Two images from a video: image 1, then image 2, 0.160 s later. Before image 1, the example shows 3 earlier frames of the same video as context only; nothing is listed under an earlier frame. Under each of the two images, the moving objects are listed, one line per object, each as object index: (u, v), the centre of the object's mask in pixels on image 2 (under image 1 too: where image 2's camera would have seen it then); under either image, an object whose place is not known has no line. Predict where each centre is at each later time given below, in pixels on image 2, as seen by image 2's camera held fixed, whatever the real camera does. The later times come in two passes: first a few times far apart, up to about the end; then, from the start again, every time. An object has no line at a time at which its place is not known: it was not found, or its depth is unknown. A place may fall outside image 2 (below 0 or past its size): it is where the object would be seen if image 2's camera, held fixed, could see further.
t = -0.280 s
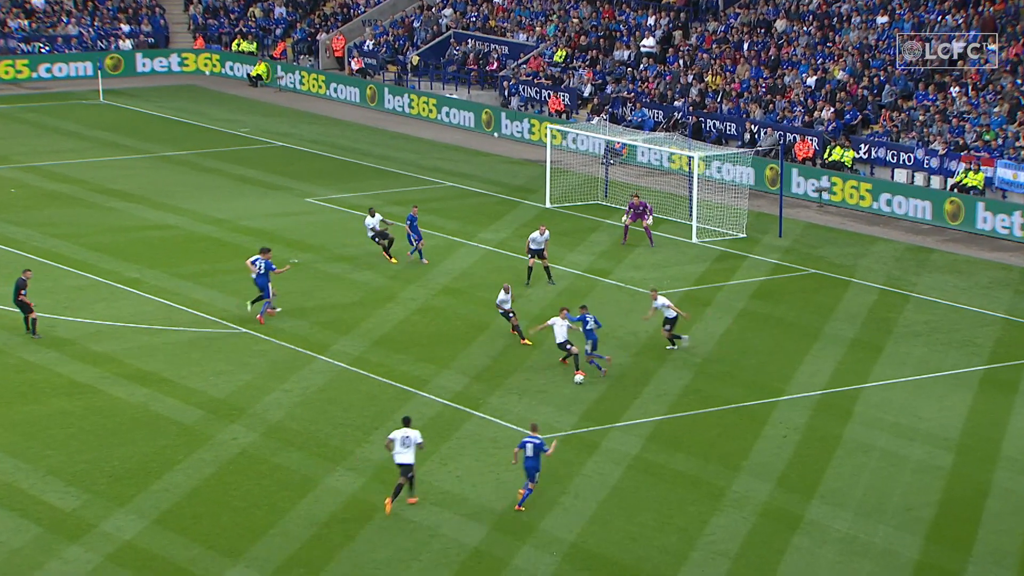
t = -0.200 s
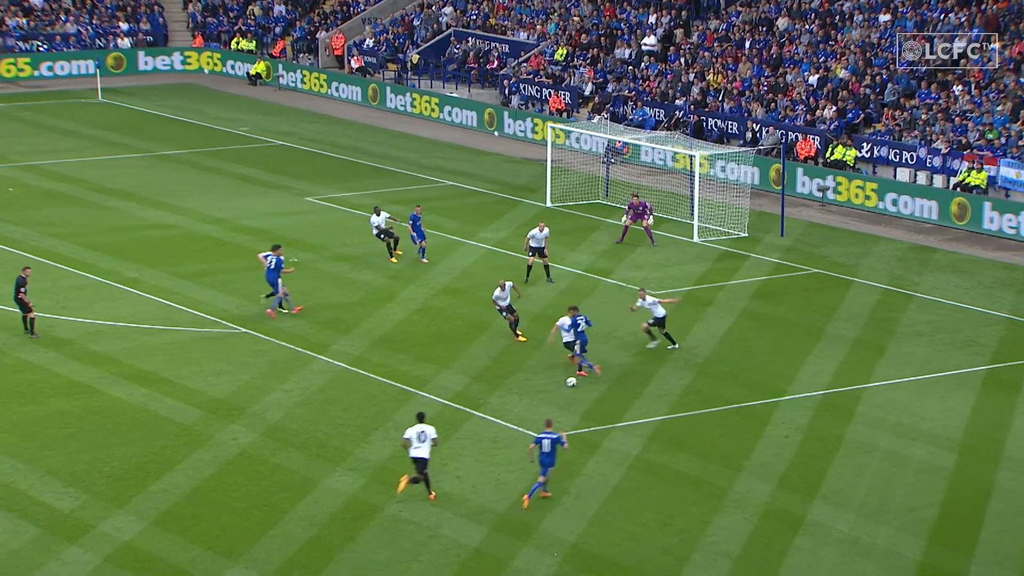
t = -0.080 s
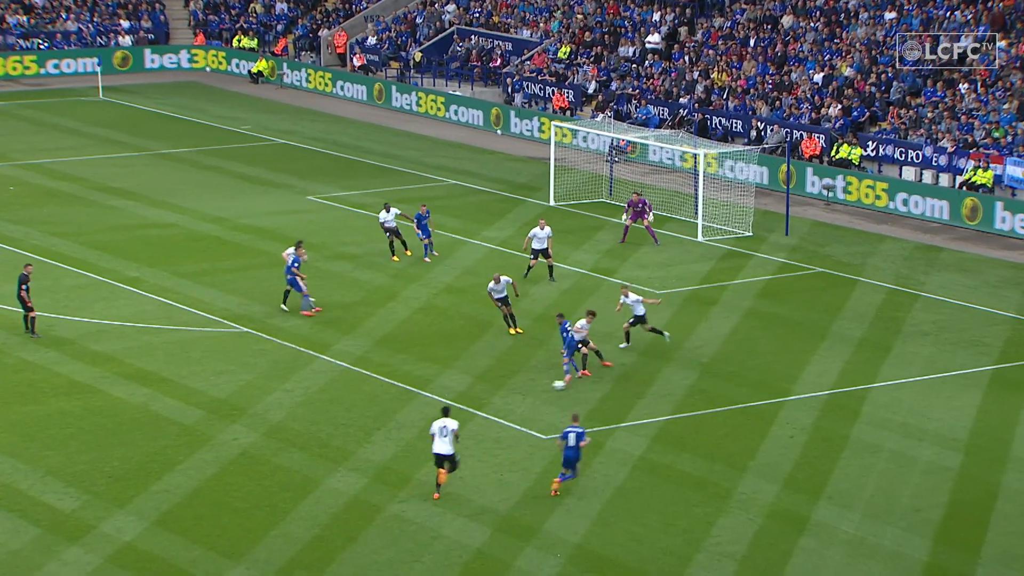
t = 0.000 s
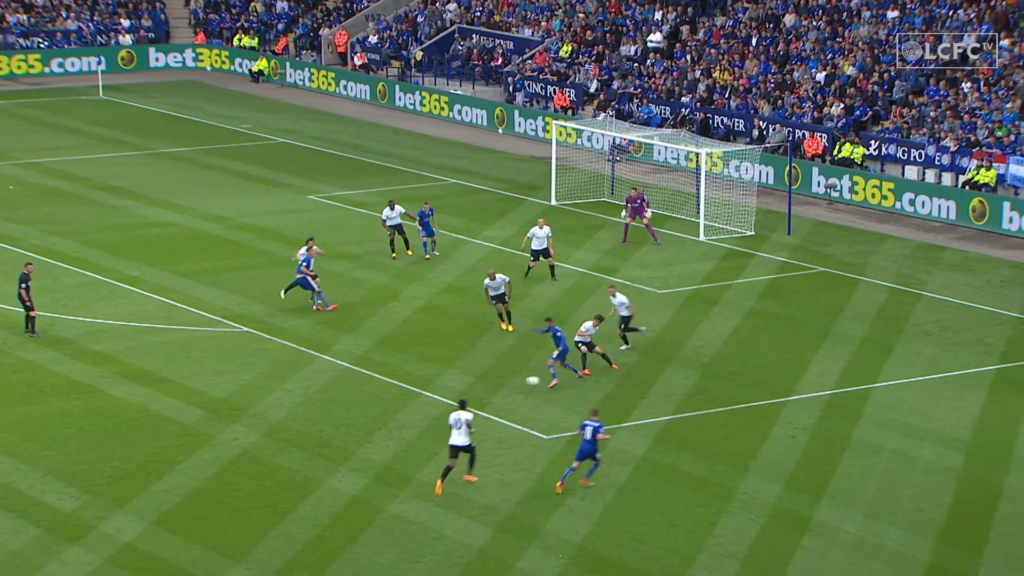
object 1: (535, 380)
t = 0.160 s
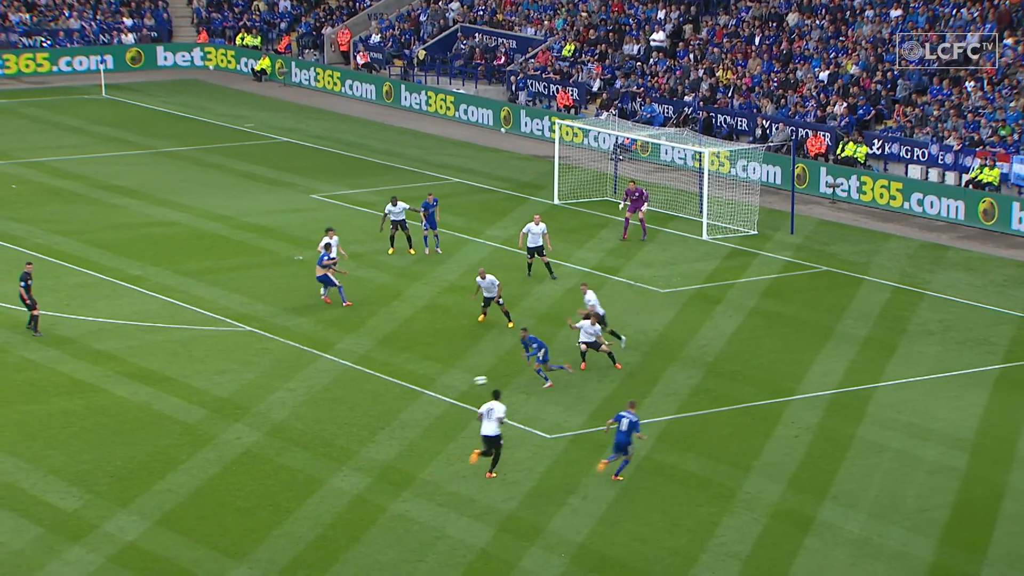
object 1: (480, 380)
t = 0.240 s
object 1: (453, 384)
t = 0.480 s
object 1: (375, 396)
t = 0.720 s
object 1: (304, 406)
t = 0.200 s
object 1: (467, 382)
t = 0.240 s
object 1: (453, 384)
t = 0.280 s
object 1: (439, 388)
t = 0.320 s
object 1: (425, 392)
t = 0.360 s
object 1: (411, 397)
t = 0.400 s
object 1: (399, 399)
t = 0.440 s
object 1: (387, 398)
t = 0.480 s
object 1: (375, 396)
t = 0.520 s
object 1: (363, 396)
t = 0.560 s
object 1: (351, 397)
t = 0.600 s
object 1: (339, 398)
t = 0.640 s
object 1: (328, 400)
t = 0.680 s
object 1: (316, 403)
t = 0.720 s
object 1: (304, 406)
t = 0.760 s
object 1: (293, 410)
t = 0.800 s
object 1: (283, 410)
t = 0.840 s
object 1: (273, 410)
